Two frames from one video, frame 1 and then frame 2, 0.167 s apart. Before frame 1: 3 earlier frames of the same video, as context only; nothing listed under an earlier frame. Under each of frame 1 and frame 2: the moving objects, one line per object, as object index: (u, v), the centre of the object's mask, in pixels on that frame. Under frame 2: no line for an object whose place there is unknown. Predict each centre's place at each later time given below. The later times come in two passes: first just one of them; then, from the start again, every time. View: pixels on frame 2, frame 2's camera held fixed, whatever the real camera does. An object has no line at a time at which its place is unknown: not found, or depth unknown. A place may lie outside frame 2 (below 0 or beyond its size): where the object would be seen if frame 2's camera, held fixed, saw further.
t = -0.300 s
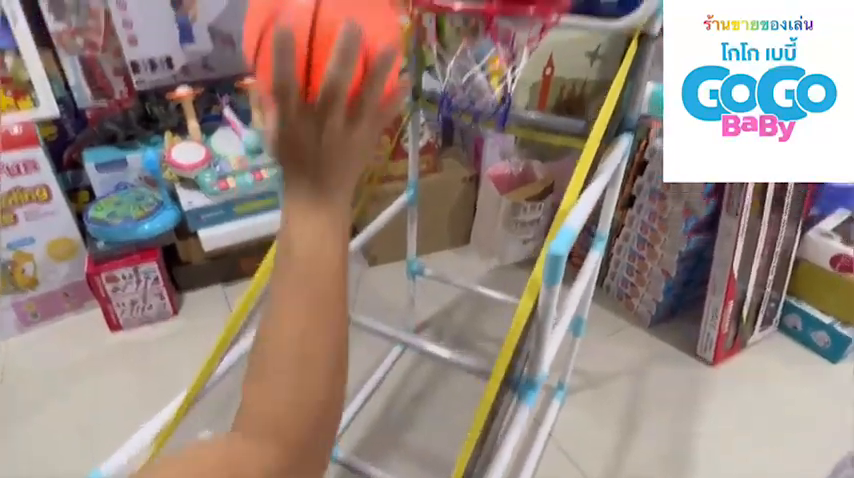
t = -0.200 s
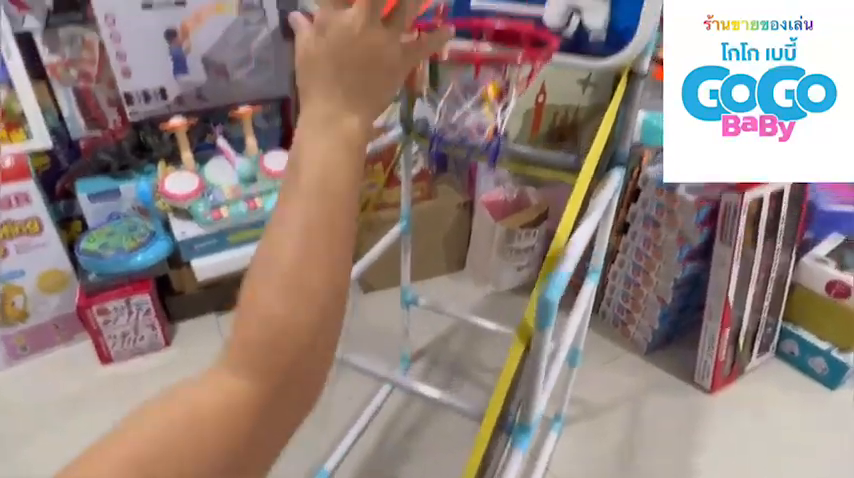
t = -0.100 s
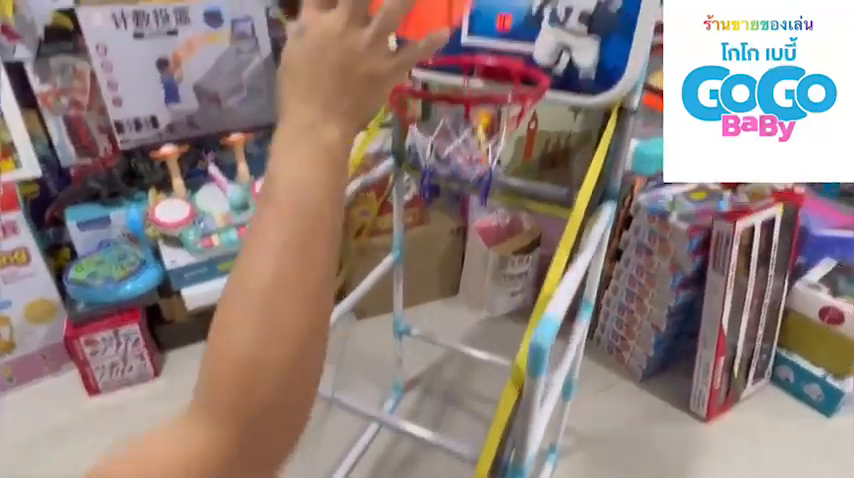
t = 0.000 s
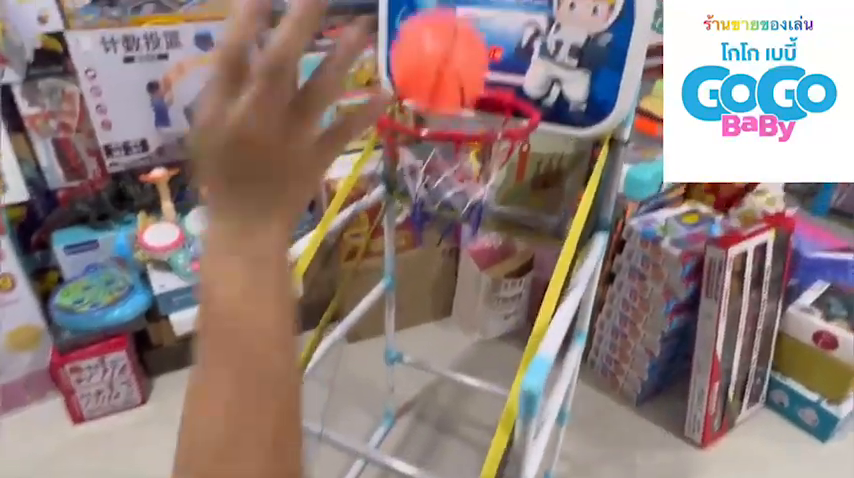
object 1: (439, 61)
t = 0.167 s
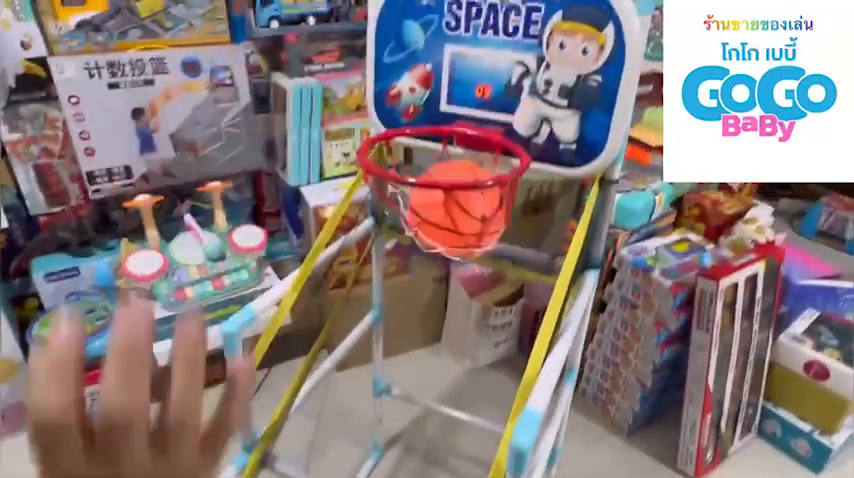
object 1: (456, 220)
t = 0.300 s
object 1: (448, 247)
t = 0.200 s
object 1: (455, 223)
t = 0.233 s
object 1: (455, 228)
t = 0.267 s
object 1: (452, 236)
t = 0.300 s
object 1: (448, 247)
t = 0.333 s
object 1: (442, 263)
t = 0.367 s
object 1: (437, 284)
